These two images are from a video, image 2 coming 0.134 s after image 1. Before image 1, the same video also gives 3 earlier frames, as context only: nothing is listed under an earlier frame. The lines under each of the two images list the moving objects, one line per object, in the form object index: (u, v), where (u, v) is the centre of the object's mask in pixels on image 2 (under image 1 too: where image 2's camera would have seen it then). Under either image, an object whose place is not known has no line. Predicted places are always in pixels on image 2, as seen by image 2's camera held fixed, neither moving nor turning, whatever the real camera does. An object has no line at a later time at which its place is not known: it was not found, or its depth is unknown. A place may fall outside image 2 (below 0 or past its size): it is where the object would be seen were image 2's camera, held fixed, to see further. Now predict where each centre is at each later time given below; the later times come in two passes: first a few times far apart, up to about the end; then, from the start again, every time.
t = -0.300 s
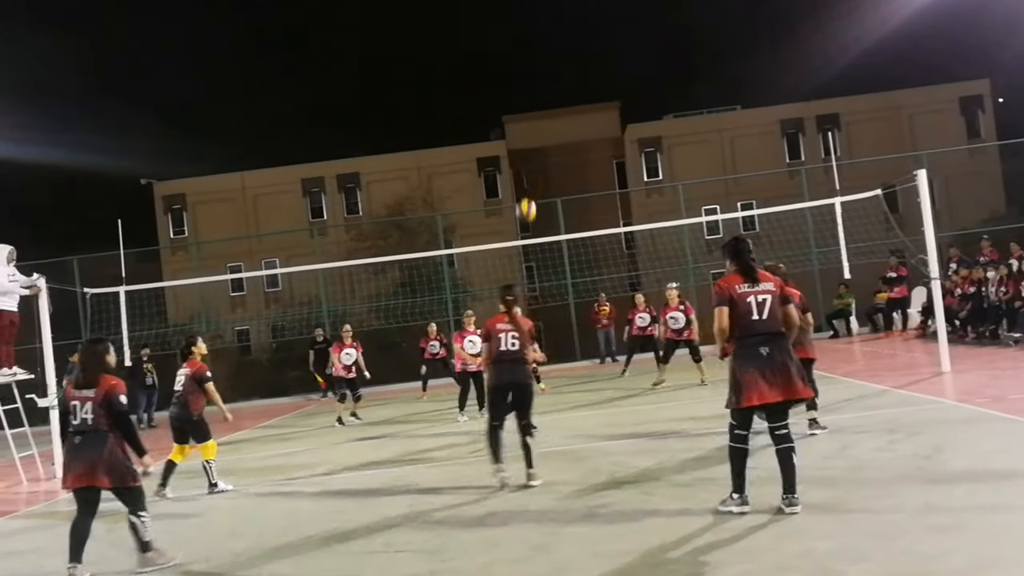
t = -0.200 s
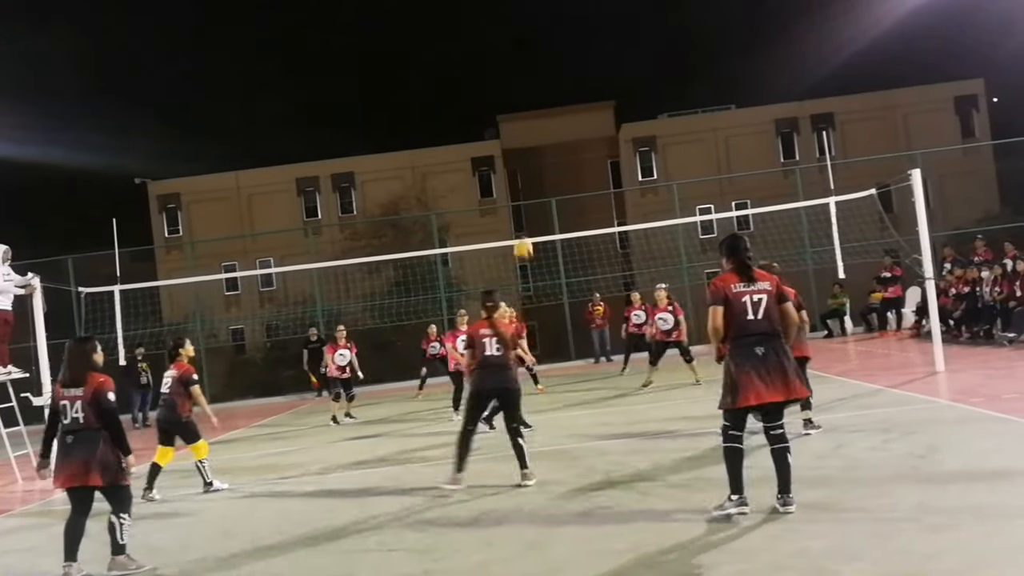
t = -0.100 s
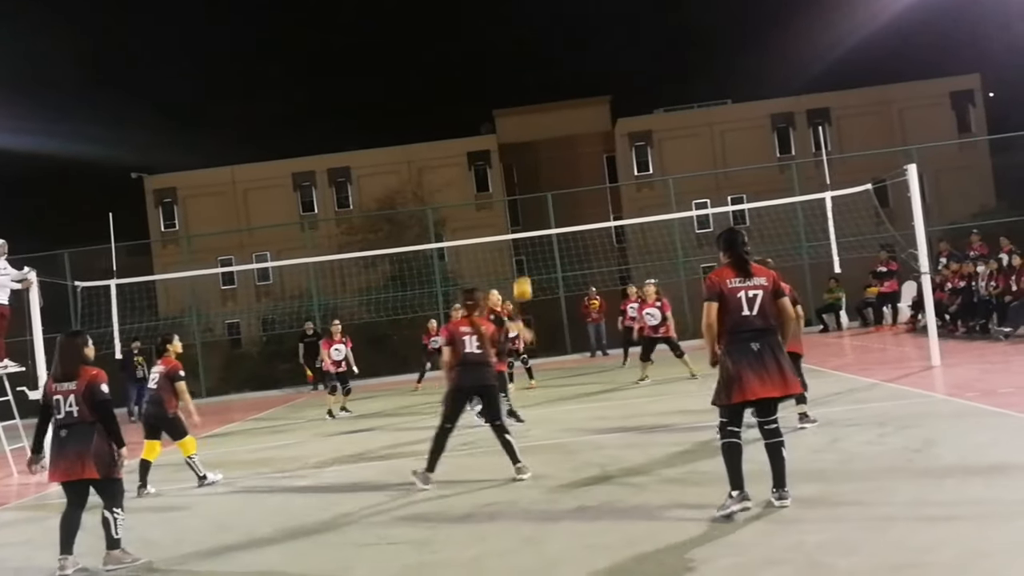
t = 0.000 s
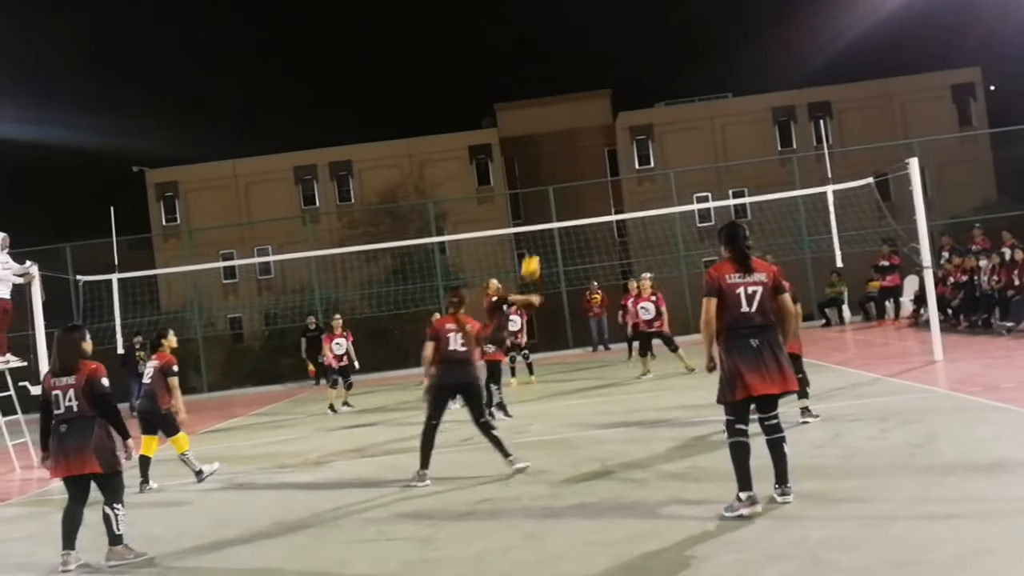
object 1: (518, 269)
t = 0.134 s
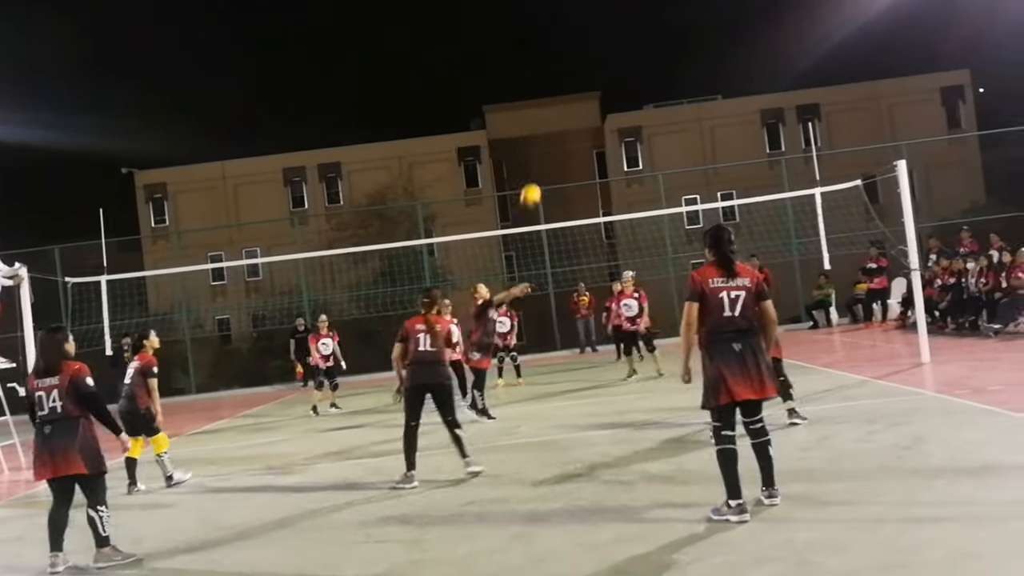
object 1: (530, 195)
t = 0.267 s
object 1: (545, 137)
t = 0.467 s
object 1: (572, 76)
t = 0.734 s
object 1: (618, 50)
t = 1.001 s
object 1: (674, 95)
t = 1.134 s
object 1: (707, 145)
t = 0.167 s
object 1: (533, 179)
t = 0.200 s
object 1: (537, 165)
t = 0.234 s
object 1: (541, 150)
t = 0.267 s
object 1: (545, 137)
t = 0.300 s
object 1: (549, 125)
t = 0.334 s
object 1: (553, 114)
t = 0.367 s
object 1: (557, 103)
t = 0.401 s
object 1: (562, 93)
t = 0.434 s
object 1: (567, 84)
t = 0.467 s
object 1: (572, 76)
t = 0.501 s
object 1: (576, 69)
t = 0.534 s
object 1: (583, 64)
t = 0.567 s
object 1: (590, 59)
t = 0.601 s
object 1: (595, 56)
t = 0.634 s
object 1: (599, 53)
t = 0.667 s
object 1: (605, 51)
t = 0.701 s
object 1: (612, 50)
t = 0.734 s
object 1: (618, 50)
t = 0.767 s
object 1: (625, 52)
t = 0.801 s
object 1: (633, 55)
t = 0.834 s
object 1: (640, 59)
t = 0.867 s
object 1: (646, 64)
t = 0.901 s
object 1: (652, 70)
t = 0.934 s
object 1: (660, 78)
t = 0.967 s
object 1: (667, 87)
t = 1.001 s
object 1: (674, 95)
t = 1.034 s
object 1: (683, 105)
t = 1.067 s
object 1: (691, 117)
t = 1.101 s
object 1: (699, 131)
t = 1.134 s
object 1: (707, 145)
